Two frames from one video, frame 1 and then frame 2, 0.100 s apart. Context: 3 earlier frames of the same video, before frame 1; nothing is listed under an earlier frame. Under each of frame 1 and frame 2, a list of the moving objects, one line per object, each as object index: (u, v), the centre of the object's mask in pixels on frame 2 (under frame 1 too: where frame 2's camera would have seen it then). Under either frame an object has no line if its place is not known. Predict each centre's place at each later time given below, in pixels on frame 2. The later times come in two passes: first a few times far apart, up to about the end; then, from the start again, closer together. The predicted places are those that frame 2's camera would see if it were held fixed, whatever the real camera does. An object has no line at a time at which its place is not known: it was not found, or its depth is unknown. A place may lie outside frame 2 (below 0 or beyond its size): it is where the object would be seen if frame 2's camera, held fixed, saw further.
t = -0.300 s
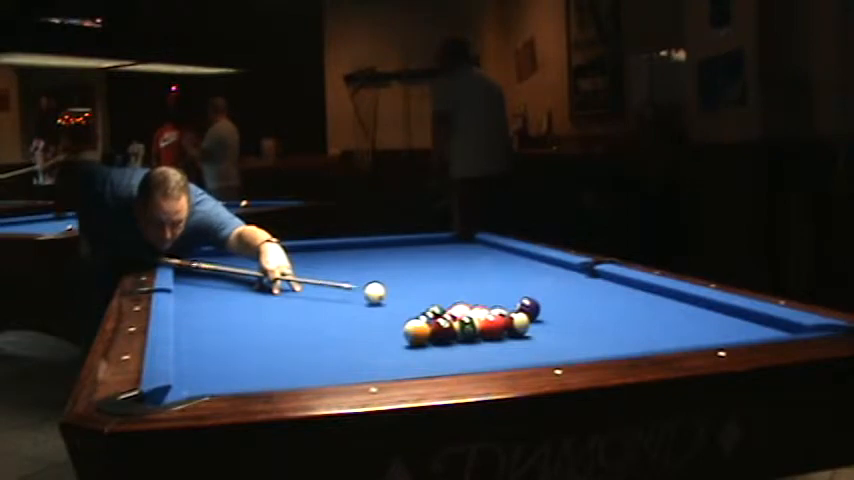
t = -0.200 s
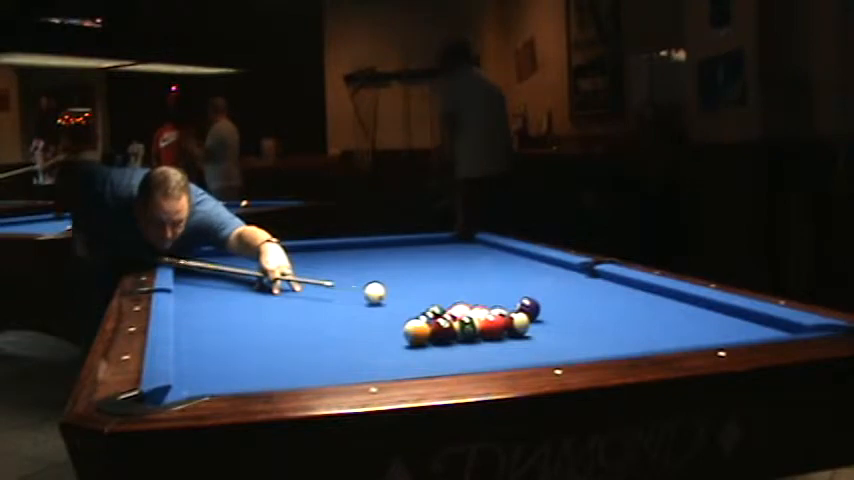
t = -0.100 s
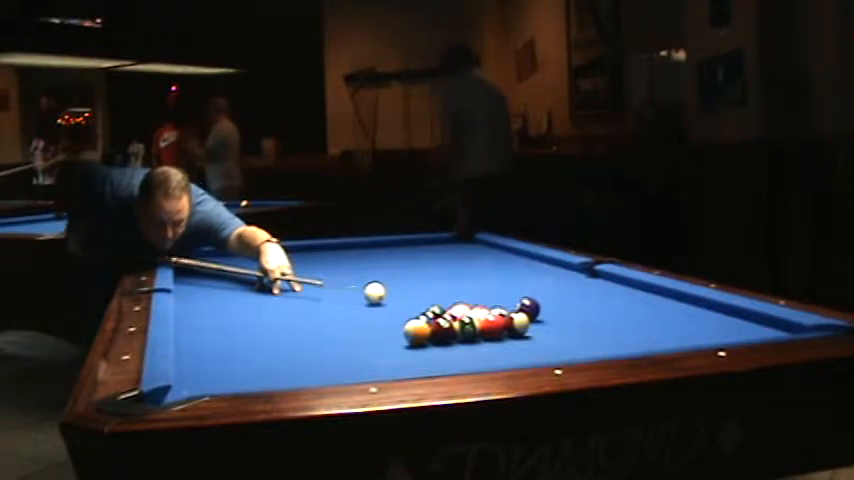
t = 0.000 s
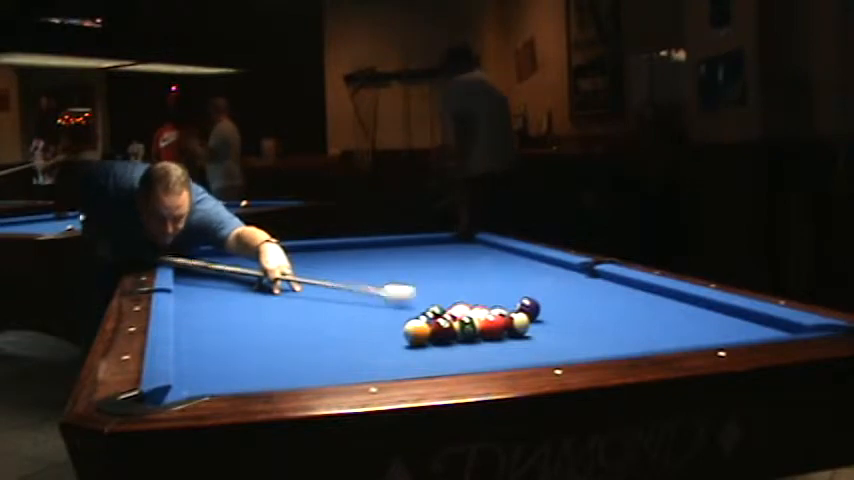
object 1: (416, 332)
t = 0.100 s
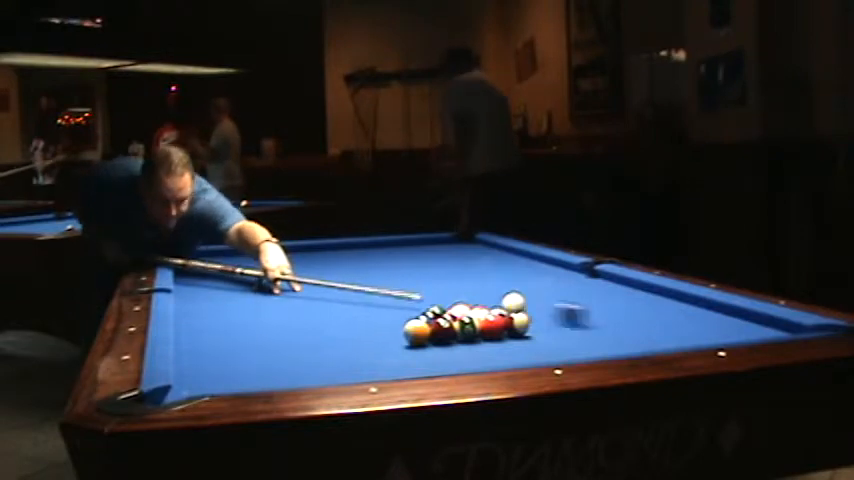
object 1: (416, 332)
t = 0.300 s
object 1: (416, 332)
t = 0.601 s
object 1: (416, 332)
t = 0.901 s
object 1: (416, 332)
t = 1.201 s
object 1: (416, 332)
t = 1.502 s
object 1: (416, 332)
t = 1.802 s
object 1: (416, 332)
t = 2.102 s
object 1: (392, 333)
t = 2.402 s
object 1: (370, 334)
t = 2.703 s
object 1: (349, 336)
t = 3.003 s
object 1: (333, 337)
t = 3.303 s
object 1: (320, 338)
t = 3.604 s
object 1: (309, 339)
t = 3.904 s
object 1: (303, 339)
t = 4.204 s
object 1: (301, 340)
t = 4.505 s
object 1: (301, 339)
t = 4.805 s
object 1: (301, 339)
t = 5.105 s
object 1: (301, 339)
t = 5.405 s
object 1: (301, 339)
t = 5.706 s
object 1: (301, 339)
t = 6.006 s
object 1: (301, 339)
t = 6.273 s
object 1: (301, 339)
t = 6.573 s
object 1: (301, 339)
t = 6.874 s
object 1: (301, 339)
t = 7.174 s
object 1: (301, 339)
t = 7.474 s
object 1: (301, 340)
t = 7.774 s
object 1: (301, 339)
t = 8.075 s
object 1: (301, 339)
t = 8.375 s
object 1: (301, 339)
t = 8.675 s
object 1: (301, 339)
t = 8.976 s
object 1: (301, 339)
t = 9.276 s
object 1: (301, 339)
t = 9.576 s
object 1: (301, 340)
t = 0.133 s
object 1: (416, 332)
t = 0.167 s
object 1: (416, 332)
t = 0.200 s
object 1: (416, 332)
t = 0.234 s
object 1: (416, 332)
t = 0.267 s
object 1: (416, 332)
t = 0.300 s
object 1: (416, 332)
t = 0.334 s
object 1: (416, 332)
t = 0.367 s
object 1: (416, 332)
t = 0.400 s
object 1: (416, 332)
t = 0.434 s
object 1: (416, 332)
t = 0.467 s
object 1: (416, 332)
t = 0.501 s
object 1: (416, 332)
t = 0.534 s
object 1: (416, 332)
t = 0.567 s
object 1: (416, 332)
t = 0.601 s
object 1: (416, 332)
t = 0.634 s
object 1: (416, 332)
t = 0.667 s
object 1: (416, 332)
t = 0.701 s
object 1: (416, 332)
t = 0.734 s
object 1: (416, 332)
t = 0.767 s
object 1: (416, 332)
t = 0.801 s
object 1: (416, 332)
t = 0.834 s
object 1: (416, 332)
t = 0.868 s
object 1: (416, 332)
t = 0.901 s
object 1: (416, 332)
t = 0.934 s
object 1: (416, 332)
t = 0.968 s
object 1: (416, 332)
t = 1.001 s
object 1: (417, 332)
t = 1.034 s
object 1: (416, 332)
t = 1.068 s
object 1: (416, 332)
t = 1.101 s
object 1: (416, 332)
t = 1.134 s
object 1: (416, 332)
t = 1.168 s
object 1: (416, 332)
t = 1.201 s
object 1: (416, 332)
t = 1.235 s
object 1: (416, 332)
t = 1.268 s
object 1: (416, 332)
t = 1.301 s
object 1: (416, 332)
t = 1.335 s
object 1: (416, 332)
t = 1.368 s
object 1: (416, 332)
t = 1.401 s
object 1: (416, 332)
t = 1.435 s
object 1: (416, 332)
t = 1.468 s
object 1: (416, 332)
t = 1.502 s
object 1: (416, 332)
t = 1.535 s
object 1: (416, 332)
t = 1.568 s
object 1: (416, 332)
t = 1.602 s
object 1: (416, 332)
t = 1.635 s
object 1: (416, 332)
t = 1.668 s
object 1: (416, 332)
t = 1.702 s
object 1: (416, 332)
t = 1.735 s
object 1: (416, 332)
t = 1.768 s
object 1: (416, 332)
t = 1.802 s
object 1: (416, 332)
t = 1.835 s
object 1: (415, 332)
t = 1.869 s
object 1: (412, 332)
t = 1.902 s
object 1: (410, 332)
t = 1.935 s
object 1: (407, 332)
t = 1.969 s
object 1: (403, 332)
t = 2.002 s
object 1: (401, 333)
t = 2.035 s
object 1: (397, 333)
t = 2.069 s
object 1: (394, 333)
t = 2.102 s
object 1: (392, 333)
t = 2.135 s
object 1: (389, 333)
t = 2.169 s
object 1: (386, 333)
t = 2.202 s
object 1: (384, 334)
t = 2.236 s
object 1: (381, 334)
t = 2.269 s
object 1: (379, 334)
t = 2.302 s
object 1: (376, 334)
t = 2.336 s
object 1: (374, 334)
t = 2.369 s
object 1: (372, 334)
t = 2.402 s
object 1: (370, 334)
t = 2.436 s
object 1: (367, 335)
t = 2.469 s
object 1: (365, 335)
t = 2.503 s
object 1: (363, 335)
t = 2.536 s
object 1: (360, 335)
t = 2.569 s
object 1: (358, 335)
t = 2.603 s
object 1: (356, 335)
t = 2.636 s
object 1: (354, 335)
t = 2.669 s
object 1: (352, 335)
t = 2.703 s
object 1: (349, 336)
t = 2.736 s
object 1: (347, 336)
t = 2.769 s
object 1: (345, 336)
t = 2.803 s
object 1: (344, 336)
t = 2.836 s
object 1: (342, 336)
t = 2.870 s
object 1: (339, 336)
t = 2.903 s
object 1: (338, 337)
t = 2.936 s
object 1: (336, 337)
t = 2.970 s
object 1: (335, 337)
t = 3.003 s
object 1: (333, 337)
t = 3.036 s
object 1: (331, 338)
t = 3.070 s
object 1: (330, 337)
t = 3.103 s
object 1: (328, 337)
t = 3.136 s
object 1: (327, 338)
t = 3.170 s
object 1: (325, 338)
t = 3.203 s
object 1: (324, 338)
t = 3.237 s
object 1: (323, 338)
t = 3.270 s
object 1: (321, 338)
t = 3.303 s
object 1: (320, 338)
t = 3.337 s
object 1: (319, 338)
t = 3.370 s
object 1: (317, 338)
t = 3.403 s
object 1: (316, 338)
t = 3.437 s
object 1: (315, 338)
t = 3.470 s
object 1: (314, 338)
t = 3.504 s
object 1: (313, 338)
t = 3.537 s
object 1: (312, 338)
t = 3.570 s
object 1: (311, 338)
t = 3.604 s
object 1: (309, 339)
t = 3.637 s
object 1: (309, 339)
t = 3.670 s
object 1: (308, 339)
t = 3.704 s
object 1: (307, 339)
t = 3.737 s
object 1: (306, 339)
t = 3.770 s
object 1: (305, 339)
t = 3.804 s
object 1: (305, 339)
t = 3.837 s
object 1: (304, 339)
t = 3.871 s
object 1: (304, 339)
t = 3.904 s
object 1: (303, 339)
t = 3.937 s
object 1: (303, 339)
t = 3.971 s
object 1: (302, 339)
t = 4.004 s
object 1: (302, 340)
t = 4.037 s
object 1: (302, 339)
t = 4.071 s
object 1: (301, 340)
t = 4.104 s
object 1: (301, 340)
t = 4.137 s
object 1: (301, 340)
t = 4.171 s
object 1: (301, 340)
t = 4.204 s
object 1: (301, 340)
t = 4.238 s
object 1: (301, 340)
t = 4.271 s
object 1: (301, 340)
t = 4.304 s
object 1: (301, 340)
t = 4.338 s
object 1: (301, 340)
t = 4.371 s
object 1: (301, 340)
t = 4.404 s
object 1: (301, 339)
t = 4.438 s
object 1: (301, 339)
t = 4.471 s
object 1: (301, 339)
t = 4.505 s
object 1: (301, 339)
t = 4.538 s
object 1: (301, 339)
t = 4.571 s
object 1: (301, 339)
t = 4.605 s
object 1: (301, 339)
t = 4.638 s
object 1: (301, 339)
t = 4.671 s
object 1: (301, 339)
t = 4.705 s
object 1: (301, 339)
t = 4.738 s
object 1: (301, 339)
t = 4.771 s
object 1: (301, 339)
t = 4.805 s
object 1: (301, 339)
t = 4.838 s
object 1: (301, 339)
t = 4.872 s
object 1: (301, 339)
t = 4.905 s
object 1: (301, 339)
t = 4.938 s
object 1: (301, 339)
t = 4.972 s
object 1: (301, 339)
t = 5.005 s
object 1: (301, 339)
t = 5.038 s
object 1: (301, 340)
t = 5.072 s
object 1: (301, 339)
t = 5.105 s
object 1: (301, 339)
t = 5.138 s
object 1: (301, 339)
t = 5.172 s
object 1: (301, 339)
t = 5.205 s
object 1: (301, 339)
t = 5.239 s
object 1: (301, 339)
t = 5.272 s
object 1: (301, 339)
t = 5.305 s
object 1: (301, 339)
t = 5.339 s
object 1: (301, 339)
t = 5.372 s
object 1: (301, 339)
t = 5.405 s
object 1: (301, 339)
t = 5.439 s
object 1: (301, 339)
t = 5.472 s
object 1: (301, 339)
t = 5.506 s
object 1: (301, 339)
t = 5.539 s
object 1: (301, 339)
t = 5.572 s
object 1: (301, 339)
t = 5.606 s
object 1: (301, 339)
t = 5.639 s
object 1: (301, 339)
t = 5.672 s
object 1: (301, 339)
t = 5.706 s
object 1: (301, 339)
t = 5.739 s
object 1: (301, 339)
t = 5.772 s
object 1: (301, 339)
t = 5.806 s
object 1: (301, 339)
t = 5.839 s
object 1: (301, 339)
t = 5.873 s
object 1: (301, 340)
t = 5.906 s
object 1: (301, 339)
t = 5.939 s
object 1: (301, 340)
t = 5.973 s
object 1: (301, 339)
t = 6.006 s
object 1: (301, 339)
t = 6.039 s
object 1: (301, 339)
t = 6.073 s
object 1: (301, 339)
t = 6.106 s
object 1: (301, 339)
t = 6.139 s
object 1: (301, 339)
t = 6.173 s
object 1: (301, 339)
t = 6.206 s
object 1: (301, 339)
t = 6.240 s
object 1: (301, 339)
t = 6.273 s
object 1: (301, 339)
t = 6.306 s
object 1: (301, 339)
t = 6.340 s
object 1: (301, 339)
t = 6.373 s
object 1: (301, 339)
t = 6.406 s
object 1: (301, 339)
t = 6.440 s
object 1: (301, 339)
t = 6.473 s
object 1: (301, 339)
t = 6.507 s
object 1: (301, 339)
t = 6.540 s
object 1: (301, 339)
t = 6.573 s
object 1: (301, 339)
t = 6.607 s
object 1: (301, 339)
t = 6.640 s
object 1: (301, 339)
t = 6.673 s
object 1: (301, 339)
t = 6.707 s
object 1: (301, 339)
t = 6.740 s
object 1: (301, 339)
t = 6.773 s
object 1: (301, 339)
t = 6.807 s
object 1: (301, 339)
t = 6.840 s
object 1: (301, 339)
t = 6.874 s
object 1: (301, 339)
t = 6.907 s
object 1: (301, 339)
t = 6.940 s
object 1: (301, 339)
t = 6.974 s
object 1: (301, 339)
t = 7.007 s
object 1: (301, 339)
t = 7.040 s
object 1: (301, 339)
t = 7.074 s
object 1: (301, 340)
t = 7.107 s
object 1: (301, 339)
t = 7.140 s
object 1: (301, 339)
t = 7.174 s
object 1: (301, 339)
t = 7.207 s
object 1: (301, 339)
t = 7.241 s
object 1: (301, 339)
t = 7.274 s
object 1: (301, 340)
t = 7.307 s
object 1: (301, 339)
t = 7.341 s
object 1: (301, 339)
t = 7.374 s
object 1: (301, 339)
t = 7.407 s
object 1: (301, 339)
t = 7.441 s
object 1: (301, 340)
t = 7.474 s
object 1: (301, 340)
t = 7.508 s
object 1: (301, 339)
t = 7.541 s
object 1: (301, 340)
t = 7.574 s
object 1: (301, 339)
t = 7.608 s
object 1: (301, 340)
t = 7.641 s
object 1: (301, 340)
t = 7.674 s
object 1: (301, 339)
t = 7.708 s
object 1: (301, 339)
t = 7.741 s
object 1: (301, 340)
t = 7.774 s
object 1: (301, 339)
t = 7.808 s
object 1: (301, 339)
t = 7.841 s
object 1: (301, 339)
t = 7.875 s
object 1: (301, 339)
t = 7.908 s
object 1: (301, 339)
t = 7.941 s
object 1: (301, 339)
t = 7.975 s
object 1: (301, 340)
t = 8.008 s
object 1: (301, 339)
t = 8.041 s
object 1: (301, 339)
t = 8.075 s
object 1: (301, 339)
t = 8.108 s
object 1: (301, 339)
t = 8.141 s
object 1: (301, 339)
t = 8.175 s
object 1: (301, 339)
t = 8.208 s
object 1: (301, 339)
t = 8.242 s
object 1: (301, 339)
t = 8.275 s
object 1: (301, 339)
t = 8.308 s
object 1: (301, 339)
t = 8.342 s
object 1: (301, 339)
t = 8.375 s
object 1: (301, 339)
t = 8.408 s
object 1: (301, 340)
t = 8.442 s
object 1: (301, 339)
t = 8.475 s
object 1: (301, 339)
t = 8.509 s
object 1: (301, 340)
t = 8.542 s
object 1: (301, 339)
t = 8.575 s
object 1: (301, 339)
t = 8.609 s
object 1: (301, 339)
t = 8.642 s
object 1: (301, 339)
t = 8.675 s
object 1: (301, 339)
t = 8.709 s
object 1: (301, 339)
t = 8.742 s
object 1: (301, 339)
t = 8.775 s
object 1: (301, 340)
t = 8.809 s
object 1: (301, 339)
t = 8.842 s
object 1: (301, 339)
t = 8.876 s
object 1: (301, 339)
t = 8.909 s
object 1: (301, 339)
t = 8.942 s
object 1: (301, 339)
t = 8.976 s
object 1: (301, 339)
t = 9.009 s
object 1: (301, 339)
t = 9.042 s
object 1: (301, 339)
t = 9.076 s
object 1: (301, 340)
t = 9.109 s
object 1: (301, 339)
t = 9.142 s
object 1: (301, 339)
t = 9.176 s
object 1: (301, 339)
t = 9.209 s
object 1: (301, 339)
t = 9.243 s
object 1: (301, 339)
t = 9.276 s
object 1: (301, 339)
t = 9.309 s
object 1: (301, 339)
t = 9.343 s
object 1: (301, 339)
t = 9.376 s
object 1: (301, 340)
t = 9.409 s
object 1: (301, 339)
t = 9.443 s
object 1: (301, 339)
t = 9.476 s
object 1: (301, 339)
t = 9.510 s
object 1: (301, 340)
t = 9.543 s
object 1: (301, 339)
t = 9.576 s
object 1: (301, 340)
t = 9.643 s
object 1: (301, 339)
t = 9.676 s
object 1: (306, 340)
